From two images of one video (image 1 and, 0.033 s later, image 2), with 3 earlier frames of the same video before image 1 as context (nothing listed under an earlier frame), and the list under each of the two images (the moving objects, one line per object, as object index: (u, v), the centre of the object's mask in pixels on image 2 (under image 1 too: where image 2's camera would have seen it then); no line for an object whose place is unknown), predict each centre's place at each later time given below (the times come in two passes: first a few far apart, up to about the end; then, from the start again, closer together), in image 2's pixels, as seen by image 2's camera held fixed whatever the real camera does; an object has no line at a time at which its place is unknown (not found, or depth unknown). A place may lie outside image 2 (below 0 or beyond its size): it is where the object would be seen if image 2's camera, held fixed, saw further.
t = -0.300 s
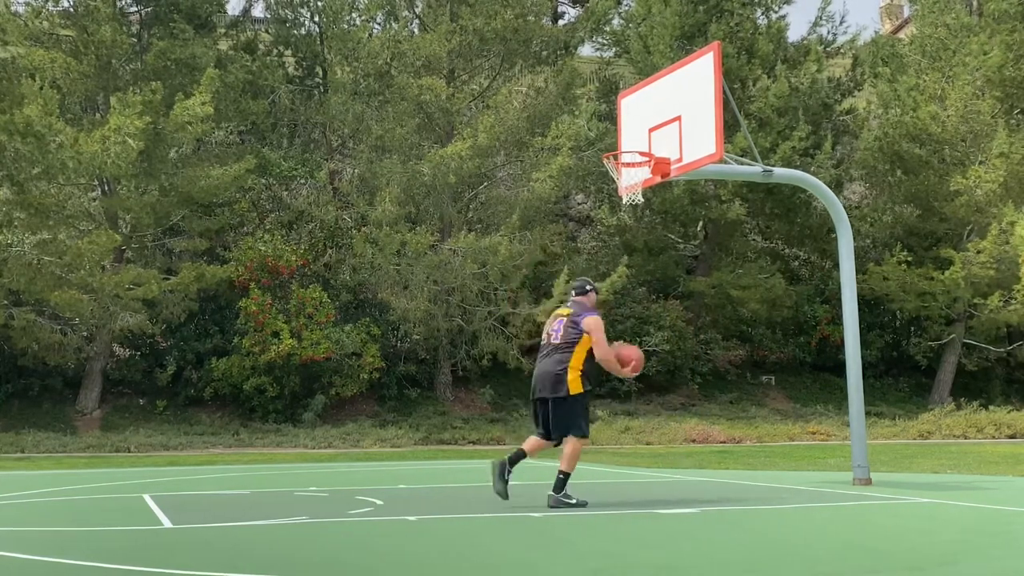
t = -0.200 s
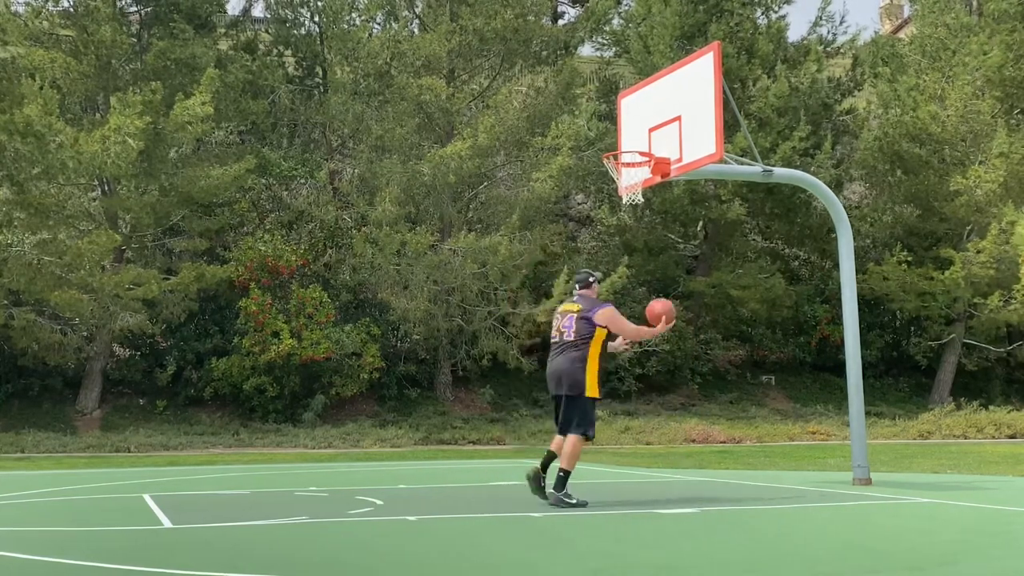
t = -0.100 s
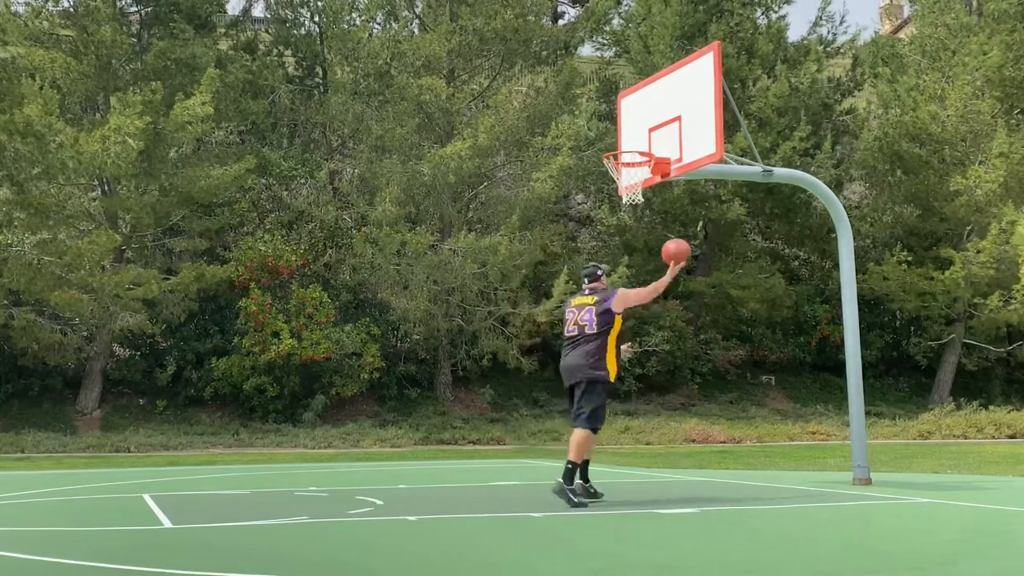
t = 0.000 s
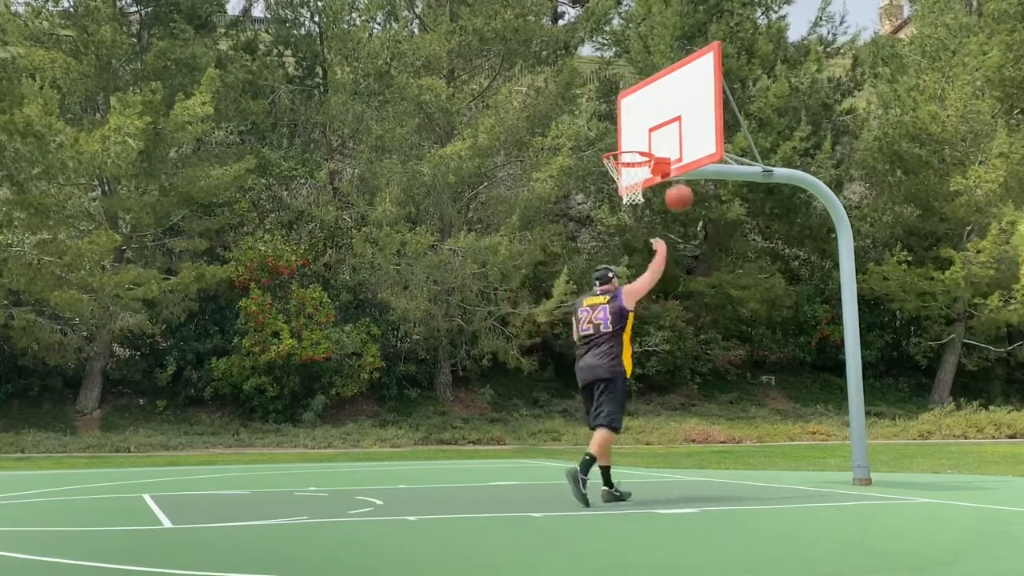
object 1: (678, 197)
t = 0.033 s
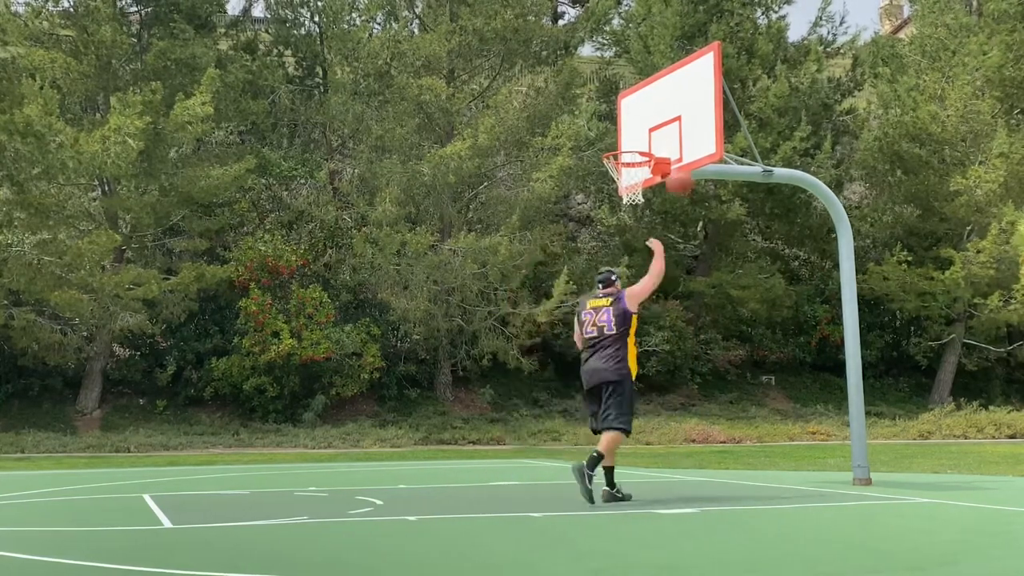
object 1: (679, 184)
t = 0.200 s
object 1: (686, 127)
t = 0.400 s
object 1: (655, 106)
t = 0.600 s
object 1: (626, 126)
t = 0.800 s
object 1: (621, 138)
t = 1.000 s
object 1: (629, 160)
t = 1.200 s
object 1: (629, 184)
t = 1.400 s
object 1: (630, 242)
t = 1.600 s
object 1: (633, 344)
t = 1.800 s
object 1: (637, 478)
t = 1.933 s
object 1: (631, 401)
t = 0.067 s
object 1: (681, 169)
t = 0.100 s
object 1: (682, 156)
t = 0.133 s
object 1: (683, 145)
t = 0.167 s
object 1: (684, 135)
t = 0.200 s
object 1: (686, 127)
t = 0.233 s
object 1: (681, 120)
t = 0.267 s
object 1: (676, 115)
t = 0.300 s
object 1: (671, 111)
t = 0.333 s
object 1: (666, 108)
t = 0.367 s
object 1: (661, 106)
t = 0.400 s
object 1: (655, 106)
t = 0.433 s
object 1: (650, 106)
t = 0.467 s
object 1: (646, 108)
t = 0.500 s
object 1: (640, 110)
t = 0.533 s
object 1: (636, 114)
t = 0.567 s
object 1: (632, 119)
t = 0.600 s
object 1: (626, 126)
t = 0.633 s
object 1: (622, 132)
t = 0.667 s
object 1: (617, 140)
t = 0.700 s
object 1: (618, 139)
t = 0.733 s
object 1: (620, 137)
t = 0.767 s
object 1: (621, 137)
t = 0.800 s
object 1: (621, 138)
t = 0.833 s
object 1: (624, 139)
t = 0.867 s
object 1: (625, 140)
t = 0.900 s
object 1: (626, 145)
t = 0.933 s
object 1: (628, 152)
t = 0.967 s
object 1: (629, 157)
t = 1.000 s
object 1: (629, 160)
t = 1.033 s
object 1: (629, 163)
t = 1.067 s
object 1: (629, 164)
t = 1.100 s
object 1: (629, 169)
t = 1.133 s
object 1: (629, 173)
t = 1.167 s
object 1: (629, 179)
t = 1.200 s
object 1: (629, 184)
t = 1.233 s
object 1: (628, 194)
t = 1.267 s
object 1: (629, 200)
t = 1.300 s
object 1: (628, 209)
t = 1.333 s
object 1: (628, 219)
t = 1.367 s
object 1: (629, 230)
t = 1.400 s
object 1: (630, 242)
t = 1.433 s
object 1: (630, 256)
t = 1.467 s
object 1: (630, 272)
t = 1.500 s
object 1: (631, 288)
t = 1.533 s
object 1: (632, 305)
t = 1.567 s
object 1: (632, 324)
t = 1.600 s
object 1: (633, 344)
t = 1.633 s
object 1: (634, 366)
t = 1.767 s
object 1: (637, 466)
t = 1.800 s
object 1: (637, 478)
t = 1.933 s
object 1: (631, 401)
